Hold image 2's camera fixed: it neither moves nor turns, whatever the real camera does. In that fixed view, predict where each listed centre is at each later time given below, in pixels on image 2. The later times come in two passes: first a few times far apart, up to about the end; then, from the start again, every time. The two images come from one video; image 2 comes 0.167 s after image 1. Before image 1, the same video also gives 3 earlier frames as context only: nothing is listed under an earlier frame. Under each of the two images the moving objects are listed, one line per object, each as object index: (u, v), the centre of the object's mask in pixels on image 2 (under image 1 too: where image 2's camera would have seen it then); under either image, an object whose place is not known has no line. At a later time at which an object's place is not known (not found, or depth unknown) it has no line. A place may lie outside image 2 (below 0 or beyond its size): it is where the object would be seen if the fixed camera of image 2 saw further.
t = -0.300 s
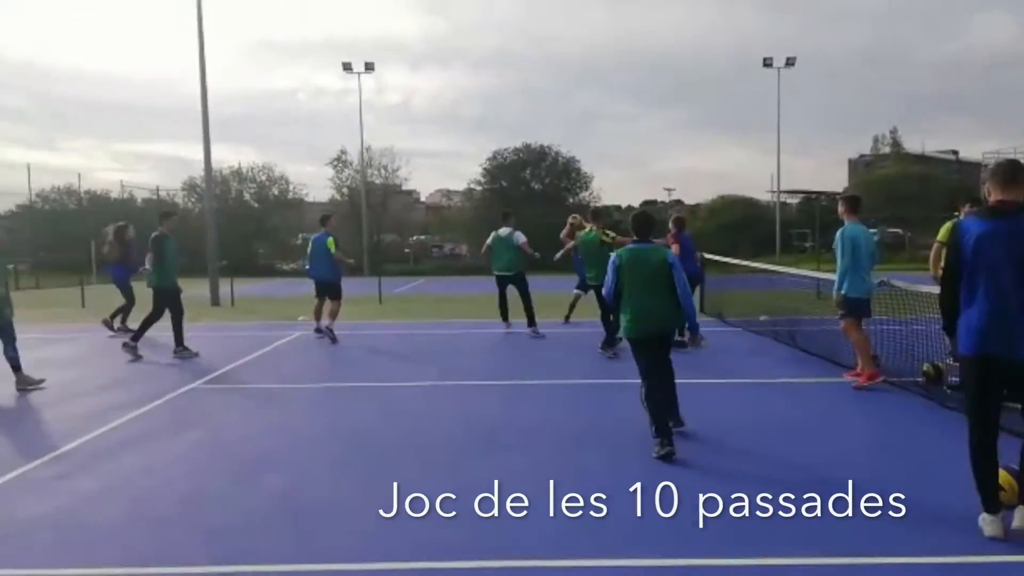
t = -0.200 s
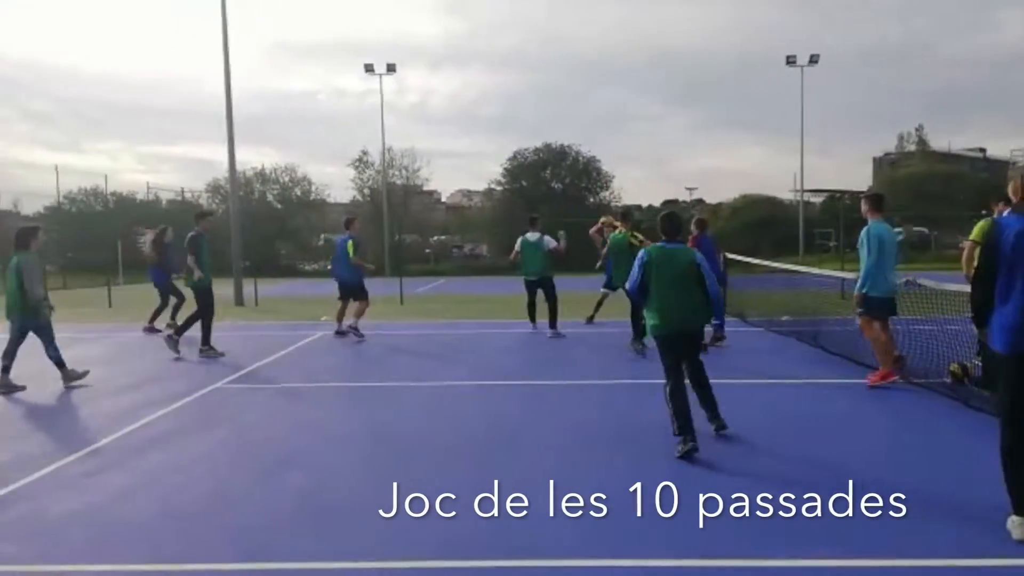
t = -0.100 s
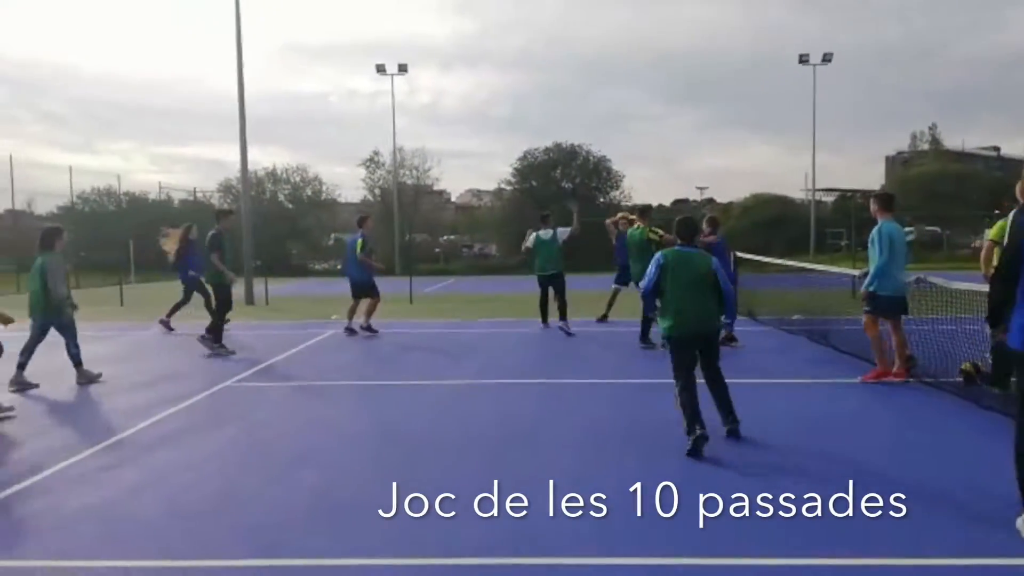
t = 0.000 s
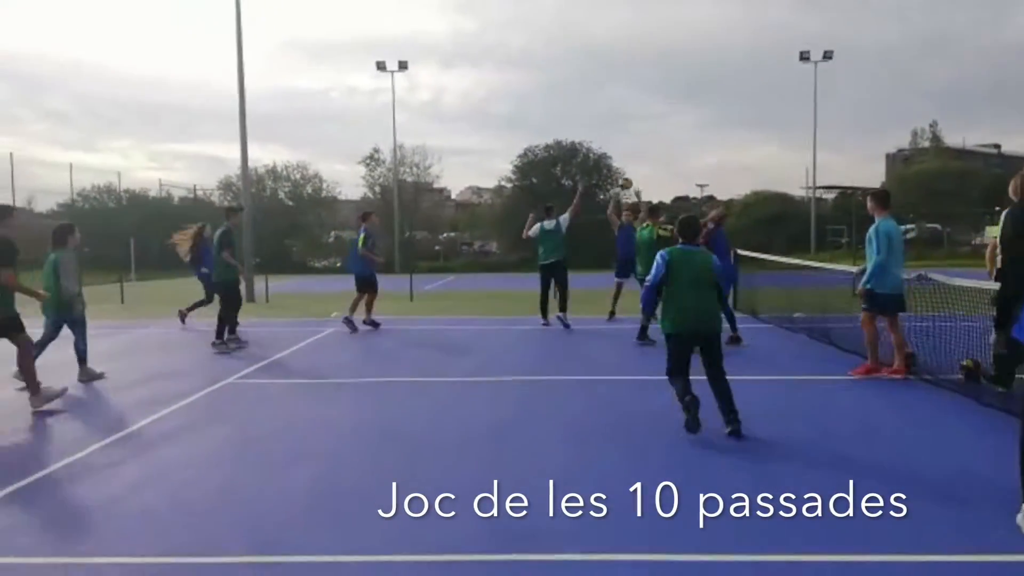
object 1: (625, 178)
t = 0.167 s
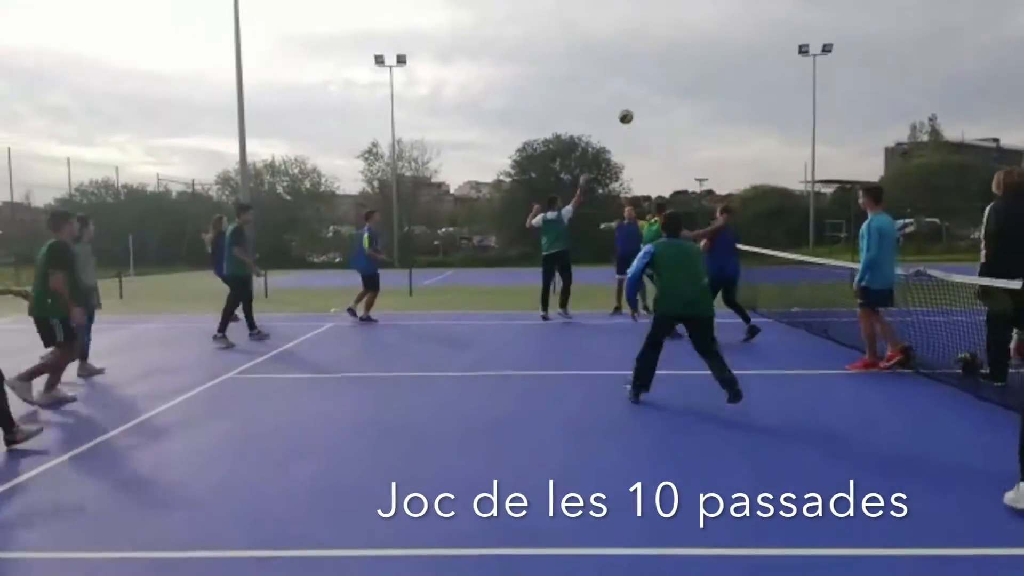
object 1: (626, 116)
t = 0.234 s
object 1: (627, 94)
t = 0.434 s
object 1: (631, 33)
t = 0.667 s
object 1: (638, -10)
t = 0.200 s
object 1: (626, 105)
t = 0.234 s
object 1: (627, 94)
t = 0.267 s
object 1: (627, 83)
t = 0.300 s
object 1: (628, 72)
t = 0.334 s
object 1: (629, 62)
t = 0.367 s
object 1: (630, 52)
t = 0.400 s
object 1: (630, 42)
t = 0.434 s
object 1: (631, 33)
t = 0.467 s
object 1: (632, 24)
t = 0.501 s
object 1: (634, 14)
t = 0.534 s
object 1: (636, 7)
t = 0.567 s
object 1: (636, 1)
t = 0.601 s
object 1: (636, -5)
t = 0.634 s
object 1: (636, -7)
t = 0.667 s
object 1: (638, -10)
